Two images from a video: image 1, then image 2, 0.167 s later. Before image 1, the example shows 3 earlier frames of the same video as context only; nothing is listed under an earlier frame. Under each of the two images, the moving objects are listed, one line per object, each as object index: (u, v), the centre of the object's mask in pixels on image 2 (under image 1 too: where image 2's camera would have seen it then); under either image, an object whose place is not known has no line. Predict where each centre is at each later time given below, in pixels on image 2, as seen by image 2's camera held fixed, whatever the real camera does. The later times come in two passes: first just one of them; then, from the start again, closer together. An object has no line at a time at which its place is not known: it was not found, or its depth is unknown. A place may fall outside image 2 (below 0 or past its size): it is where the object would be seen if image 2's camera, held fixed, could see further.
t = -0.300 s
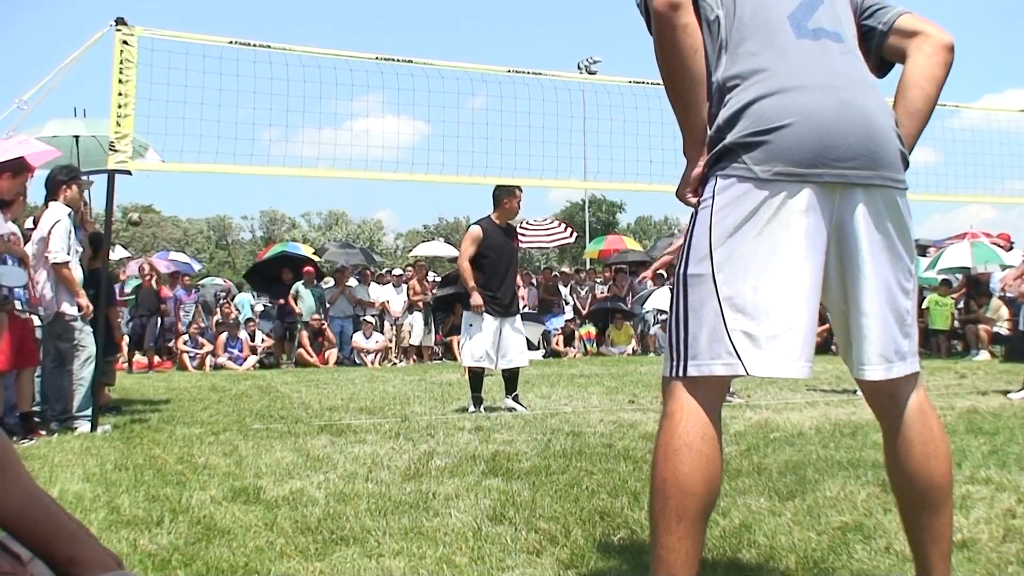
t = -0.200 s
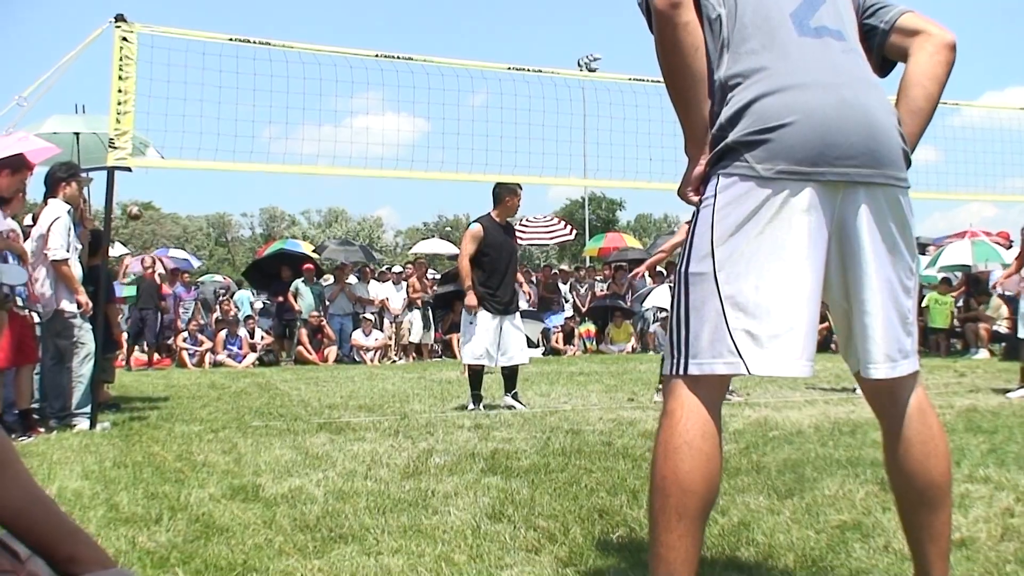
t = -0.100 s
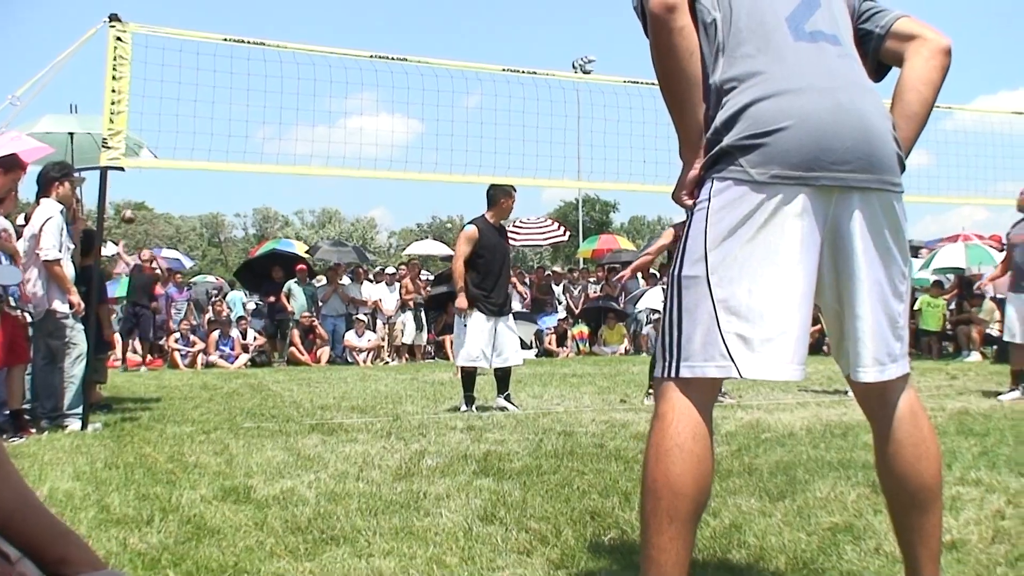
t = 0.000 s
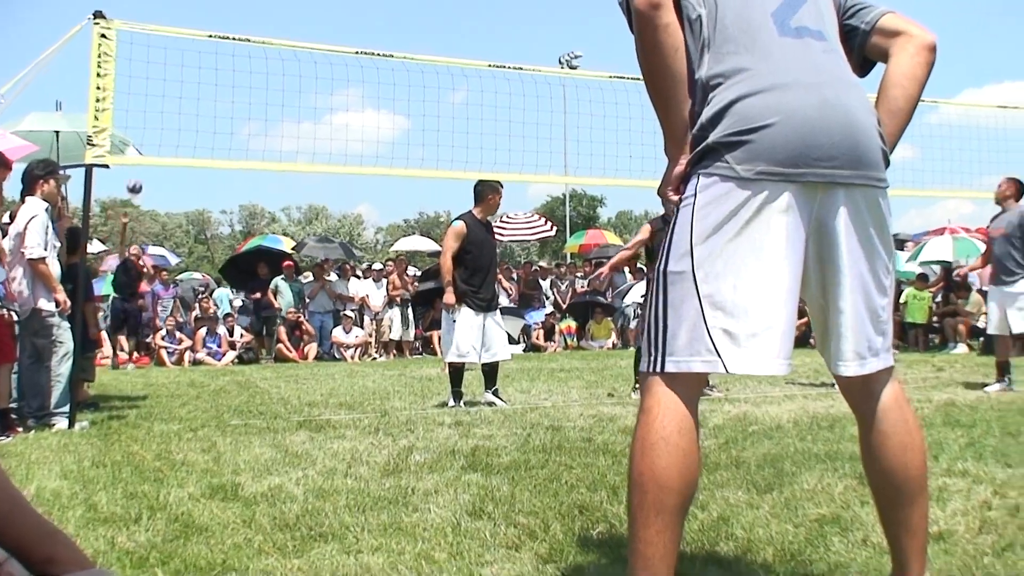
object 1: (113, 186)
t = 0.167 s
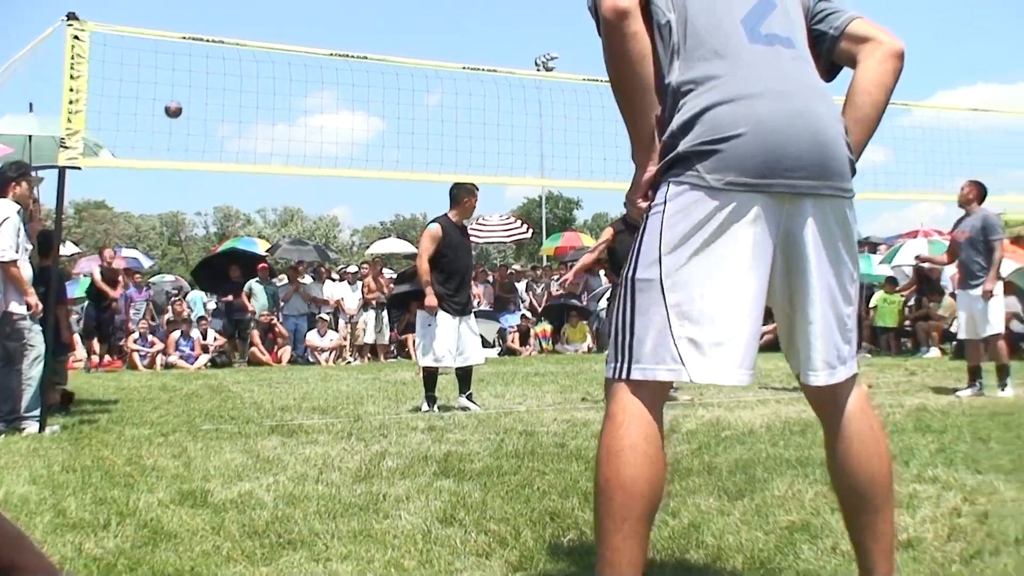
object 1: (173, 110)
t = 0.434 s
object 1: (311, 22)
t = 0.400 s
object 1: (290, 31)
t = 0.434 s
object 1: (311, 22)
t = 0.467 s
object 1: (332, 15)
